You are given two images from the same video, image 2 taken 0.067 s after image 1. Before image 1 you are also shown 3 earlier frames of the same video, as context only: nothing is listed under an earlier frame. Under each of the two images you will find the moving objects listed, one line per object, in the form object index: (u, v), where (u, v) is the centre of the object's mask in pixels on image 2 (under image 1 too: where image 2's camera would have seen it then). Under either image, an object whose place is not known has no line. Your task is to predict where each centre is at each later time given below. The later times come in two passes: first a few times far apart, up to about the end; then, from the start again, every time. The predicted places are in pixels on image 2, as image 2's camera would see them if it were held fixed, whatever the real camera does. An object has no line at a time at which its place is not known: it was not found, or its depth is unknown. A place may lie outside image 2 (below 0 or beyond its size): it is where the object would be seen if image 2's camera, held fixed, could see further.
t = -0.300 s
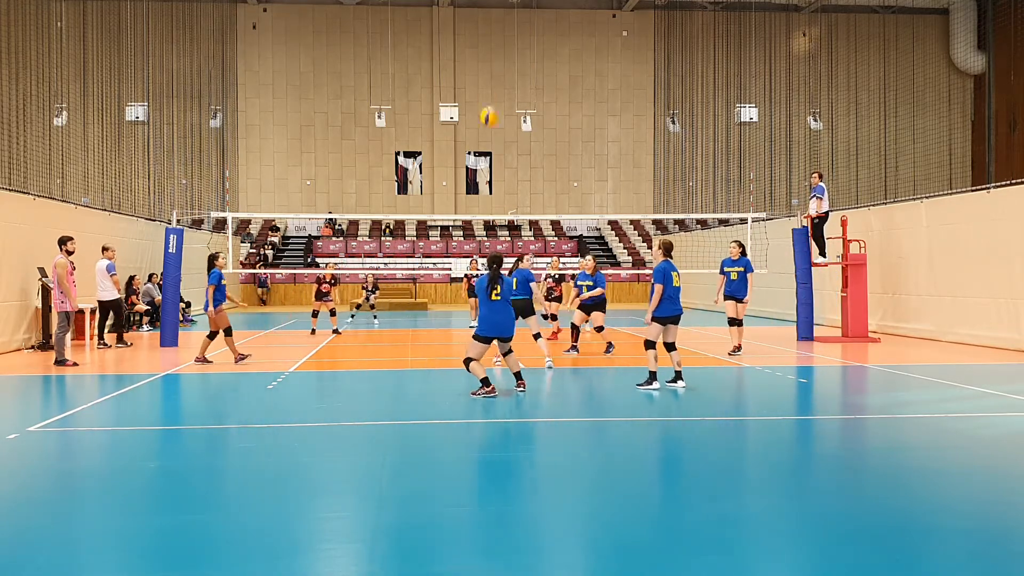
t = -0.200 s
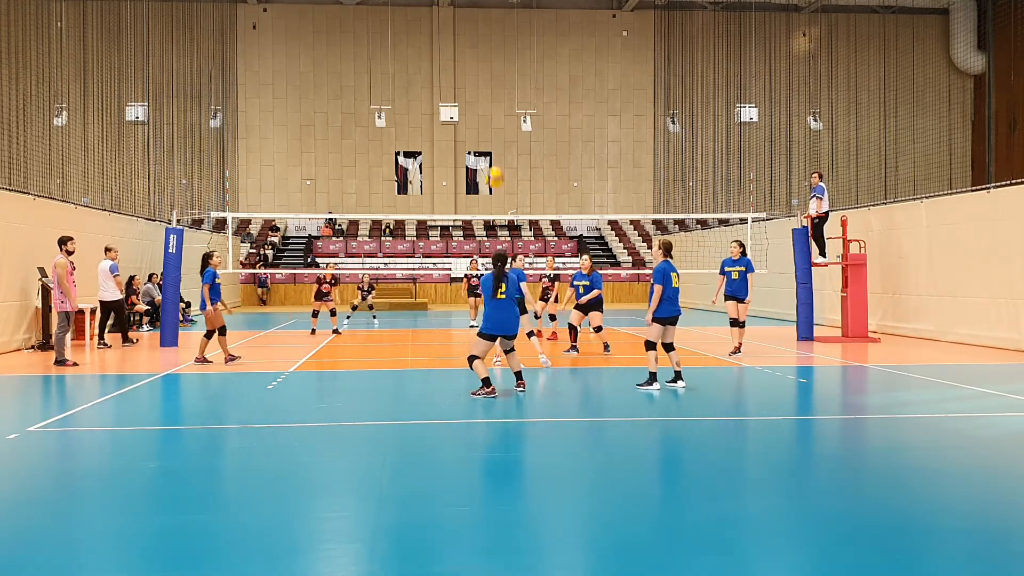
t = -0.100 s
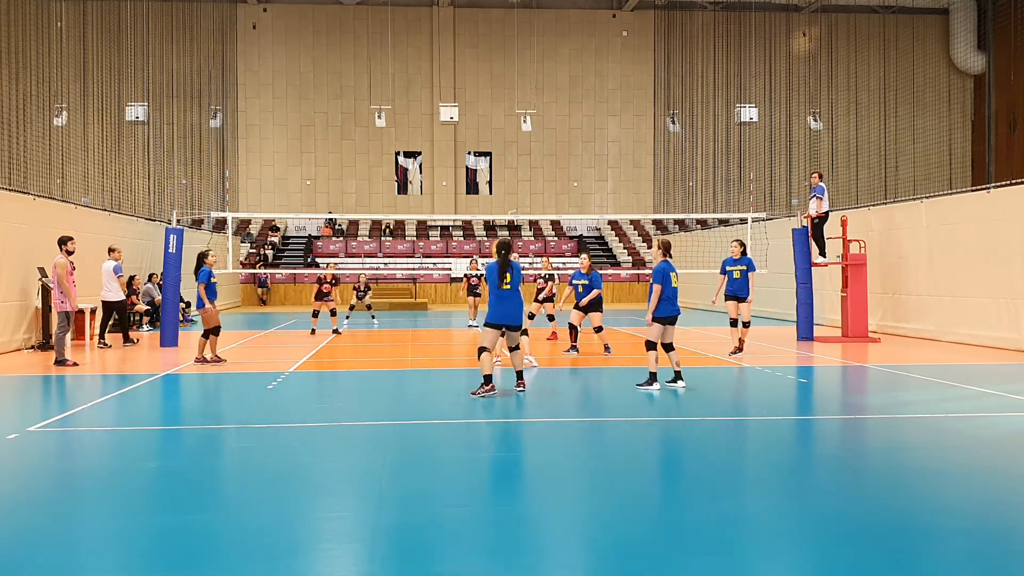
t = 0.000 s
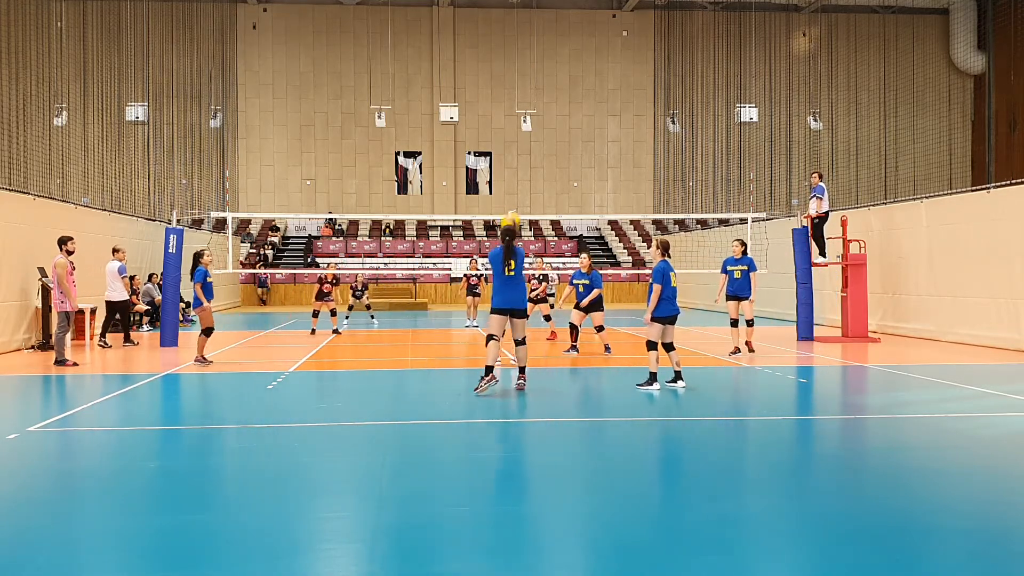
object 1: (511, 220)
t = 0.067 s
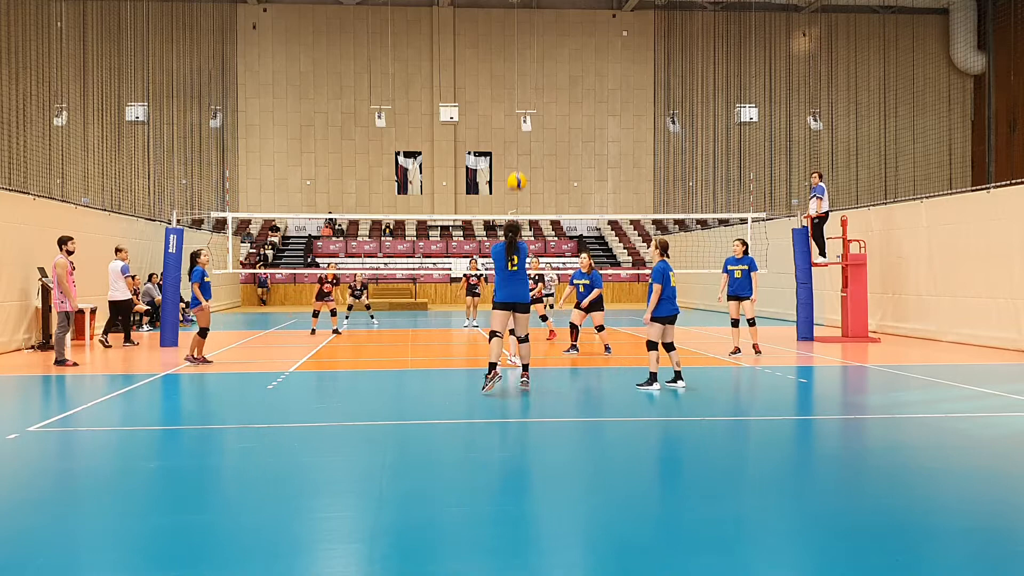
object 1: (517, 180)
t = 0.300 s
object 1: (536, 81)
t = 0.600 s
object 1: (559, 34)
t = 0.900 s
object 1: (579, 57)
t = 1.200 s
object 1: (595, 138)
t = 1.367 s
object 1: (603, 204)
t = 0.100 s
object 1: (520, 163)
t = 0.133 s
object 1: (522, 146)
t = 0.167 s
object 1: (525, 131)
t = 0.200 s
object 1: (528, 116)
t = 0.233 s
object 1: (530, 103)
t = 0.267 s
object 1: (533, 92)
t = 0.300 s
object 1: (536, 81)
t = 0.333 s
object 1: (538, 71)
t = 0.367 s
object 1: (541, 63)
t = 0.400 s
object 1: (544, 56)
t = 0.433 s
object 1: (547, 50)
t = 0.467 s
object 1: (549, 45)
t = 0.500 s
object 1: (551, 41)
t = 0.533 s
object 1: (554, 37)
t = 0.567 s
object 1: (556, 35)
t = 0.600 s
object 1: (559, 34)
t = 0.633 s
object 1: (561, 33)
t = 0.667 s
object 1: (563, 33)
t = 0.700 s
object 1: (566, 34)
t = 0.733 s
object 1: (568, 36)
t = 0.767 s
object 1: (571, 39)
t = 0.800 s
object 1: (573, 42)
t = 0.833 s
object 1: (575, 47)
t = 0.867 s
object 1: (577, 52)
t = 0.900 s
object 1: (579, 57)
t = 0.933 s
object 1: (581, 64)
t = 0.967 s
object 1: (583, 71)
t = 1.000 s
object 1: (585, 78)
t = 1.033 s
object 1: (587, 87)
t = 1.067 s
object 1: (588, 96)
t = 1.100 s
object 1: (590, 106)
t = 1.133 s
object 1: (592, 116)
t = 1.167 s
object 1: (594, 127)
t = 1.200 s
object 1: (595, 138)
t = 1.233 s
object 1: (596, 150)
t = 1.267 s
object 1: (598, 163)
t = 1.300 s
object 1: (600, 176)
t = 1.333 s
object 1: (602, 189)
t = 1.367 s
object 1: (603, 204)
